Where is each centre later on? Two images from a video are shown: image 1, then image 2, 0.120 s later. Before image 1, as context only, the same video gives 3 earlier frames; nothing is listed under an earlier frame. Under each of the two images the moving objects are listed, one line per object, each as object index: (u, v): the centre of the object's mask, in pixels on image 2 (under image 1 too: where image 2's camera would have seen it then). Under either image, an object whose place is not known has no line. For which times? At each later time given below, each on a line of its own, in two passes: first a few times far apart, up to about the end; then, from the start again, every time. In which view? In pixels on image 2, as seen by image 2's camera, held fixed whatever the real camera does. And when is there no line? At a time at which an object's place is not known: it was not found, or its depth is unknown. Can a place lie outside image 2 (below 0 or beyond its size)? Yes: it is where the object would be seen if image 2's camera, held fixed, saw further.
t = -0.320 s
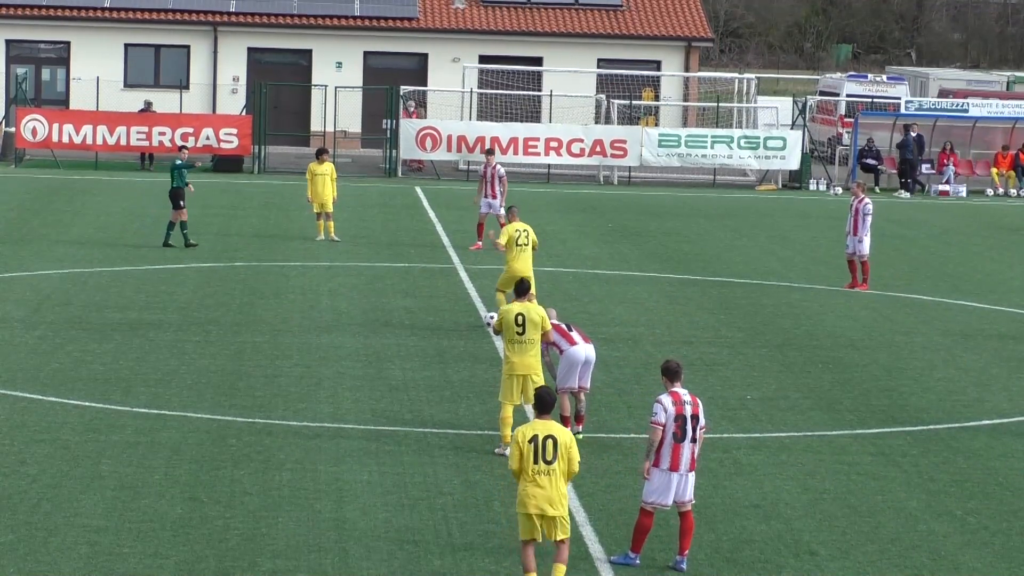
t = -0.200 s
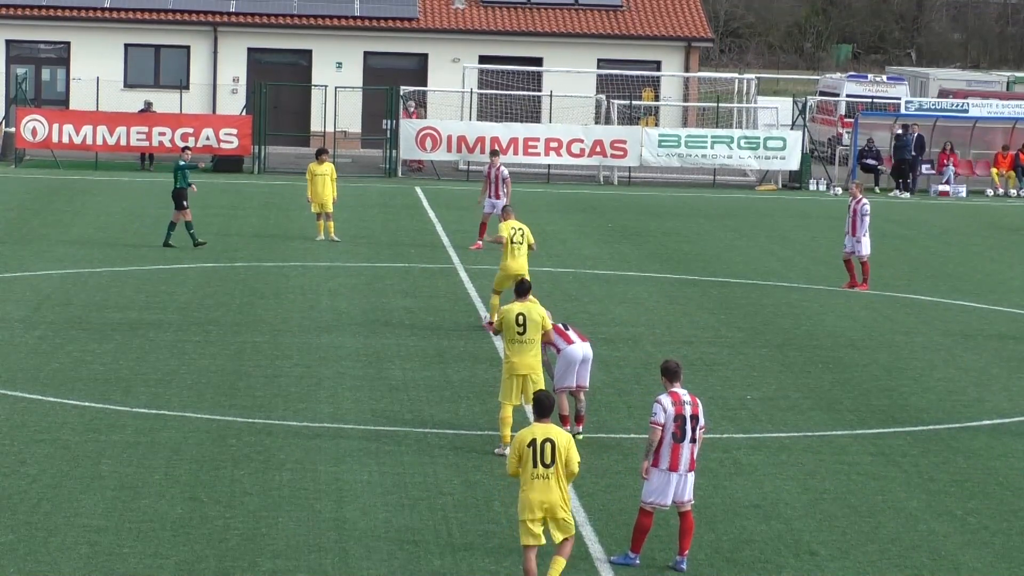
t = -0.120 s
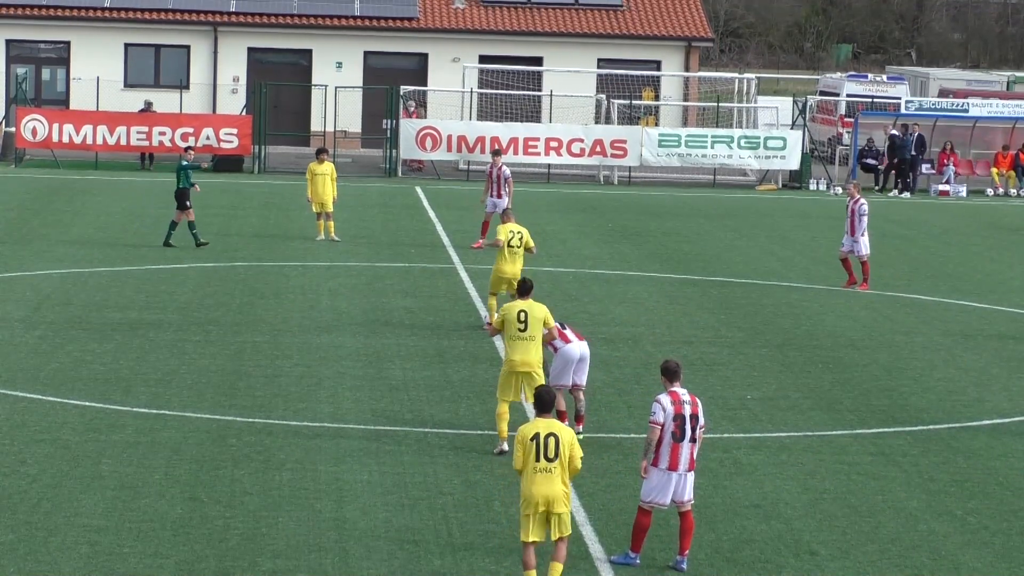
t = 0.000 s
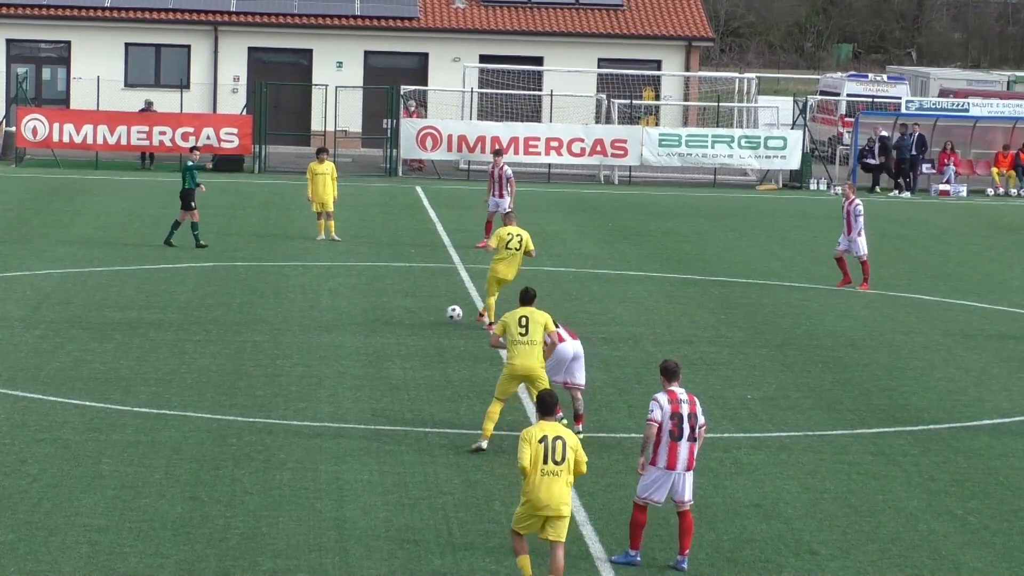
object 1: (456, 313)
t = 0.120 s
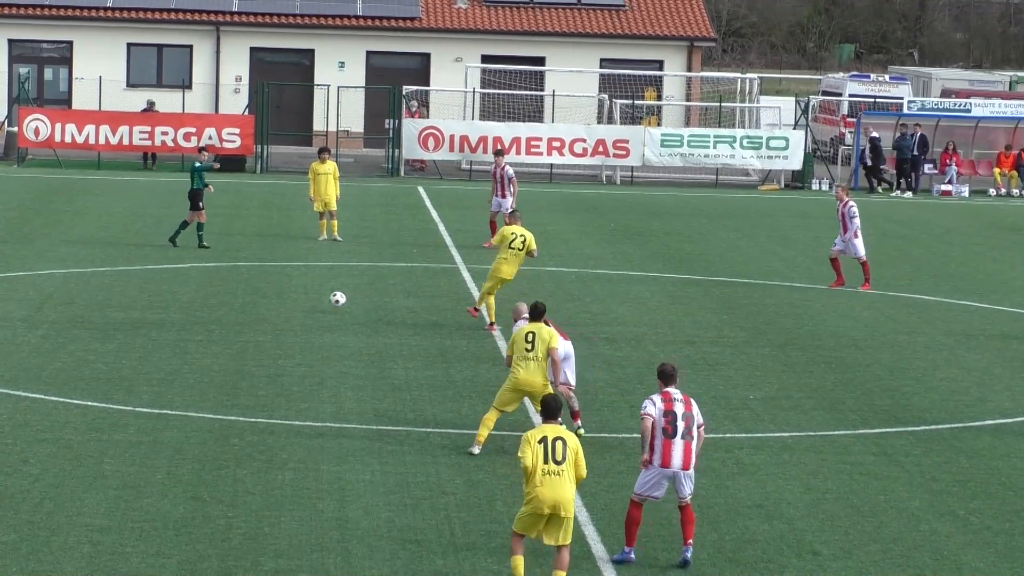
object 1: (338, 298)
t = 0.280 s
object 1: (191, 293)
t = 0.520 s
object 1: (16, 279)
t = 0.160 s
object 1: (299, 296)
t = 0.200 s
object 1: (262, 295)
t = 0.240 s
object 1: (225, 296)
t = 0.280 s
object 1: (191, 293)
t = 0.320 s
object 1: (160, 288)
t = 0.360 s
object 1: (130, 285)
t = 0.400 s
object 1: (100, 283)
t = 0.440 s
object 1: (71, 283)
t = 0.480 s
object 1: (41, 283)
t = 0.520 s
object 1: (16, 279)
